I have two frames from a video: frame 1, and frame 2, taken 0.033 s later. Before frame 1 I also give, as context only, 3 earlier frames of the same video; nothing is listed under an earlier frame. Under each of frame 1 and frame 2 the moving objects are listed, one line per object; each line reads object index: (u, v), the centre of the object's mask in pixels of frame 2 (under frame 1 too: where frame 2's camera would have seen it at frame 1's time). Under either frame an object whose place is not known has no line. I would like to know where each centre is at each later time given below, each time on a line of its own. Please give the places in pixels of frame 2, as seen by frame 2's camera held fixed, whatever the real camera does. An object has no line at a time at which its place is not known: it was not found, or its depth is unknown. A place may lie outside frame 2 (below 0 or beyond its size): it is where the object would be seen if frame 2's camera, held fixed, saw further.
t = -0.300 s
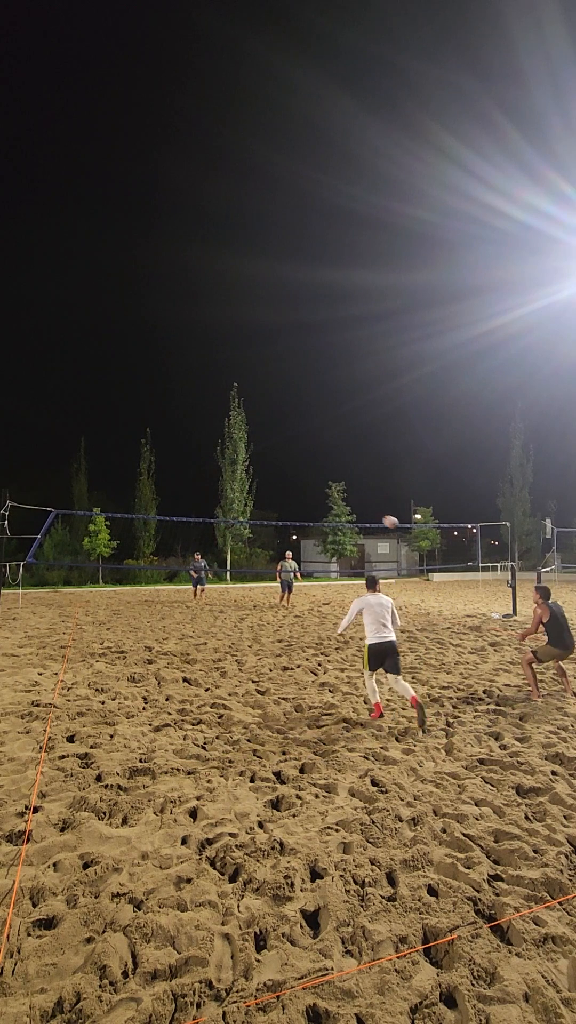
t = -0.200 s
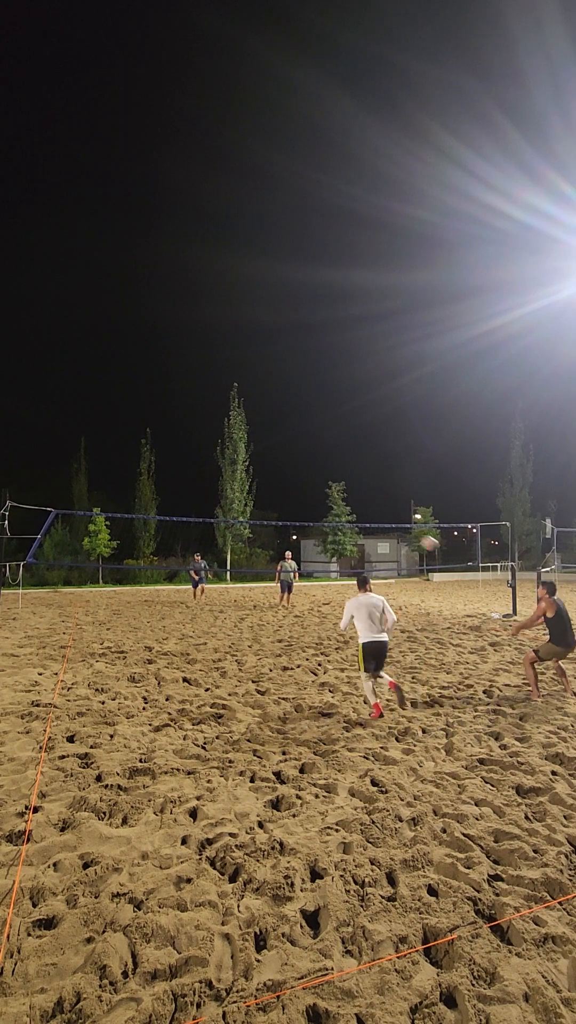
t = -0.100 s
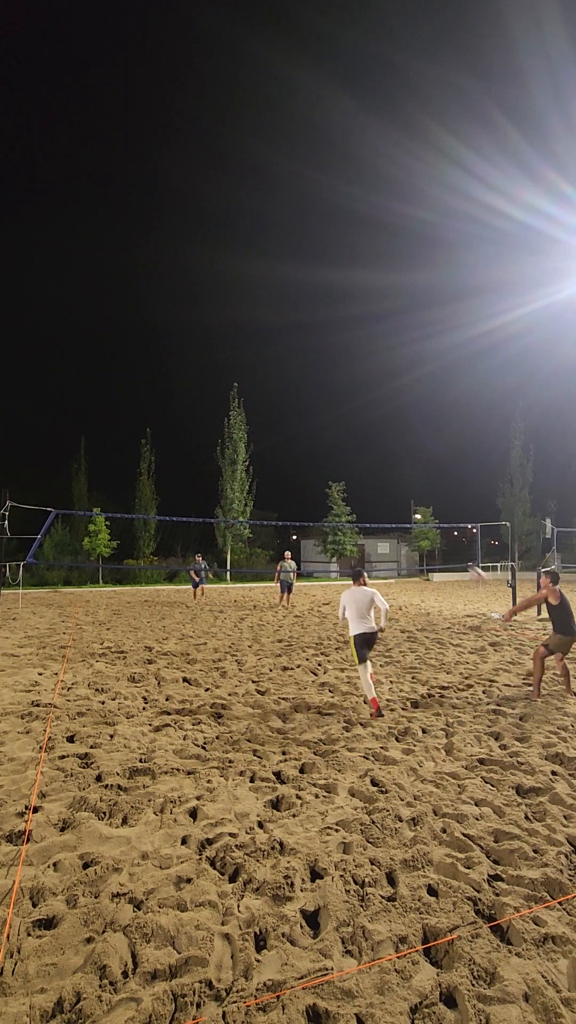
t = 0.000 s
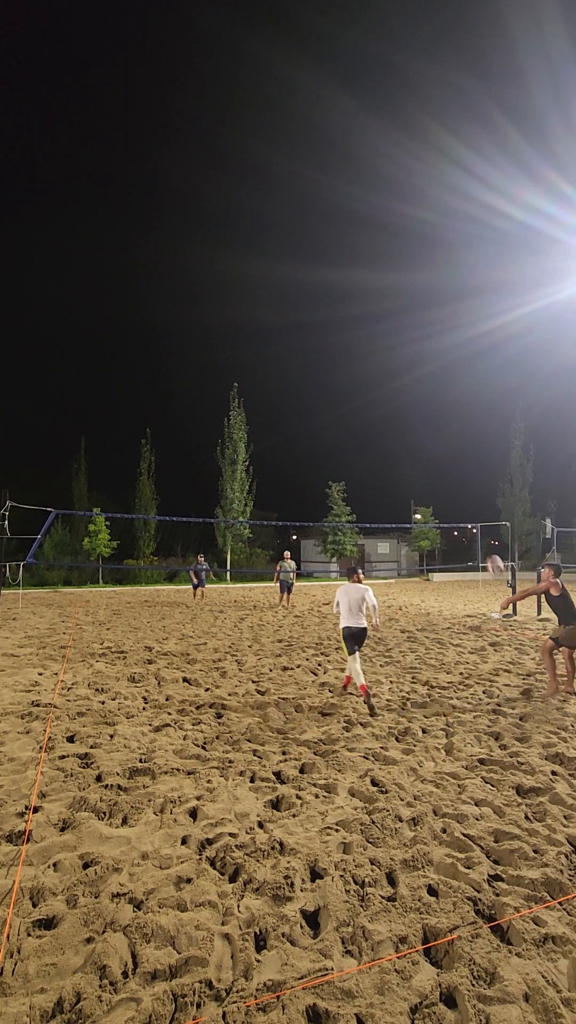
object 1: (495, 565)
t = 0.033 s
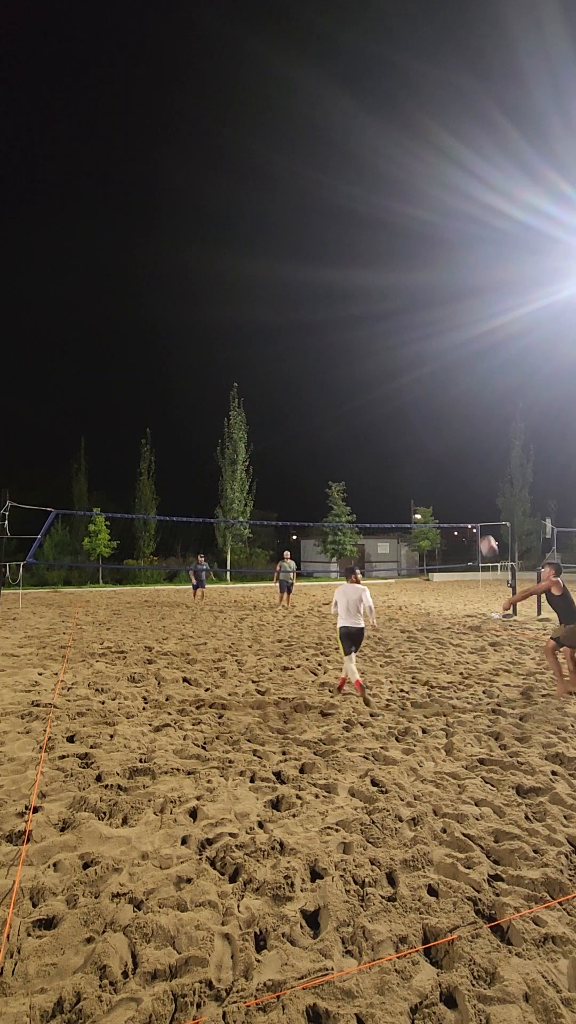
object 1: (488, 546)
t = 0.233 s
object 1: (451, 445)
